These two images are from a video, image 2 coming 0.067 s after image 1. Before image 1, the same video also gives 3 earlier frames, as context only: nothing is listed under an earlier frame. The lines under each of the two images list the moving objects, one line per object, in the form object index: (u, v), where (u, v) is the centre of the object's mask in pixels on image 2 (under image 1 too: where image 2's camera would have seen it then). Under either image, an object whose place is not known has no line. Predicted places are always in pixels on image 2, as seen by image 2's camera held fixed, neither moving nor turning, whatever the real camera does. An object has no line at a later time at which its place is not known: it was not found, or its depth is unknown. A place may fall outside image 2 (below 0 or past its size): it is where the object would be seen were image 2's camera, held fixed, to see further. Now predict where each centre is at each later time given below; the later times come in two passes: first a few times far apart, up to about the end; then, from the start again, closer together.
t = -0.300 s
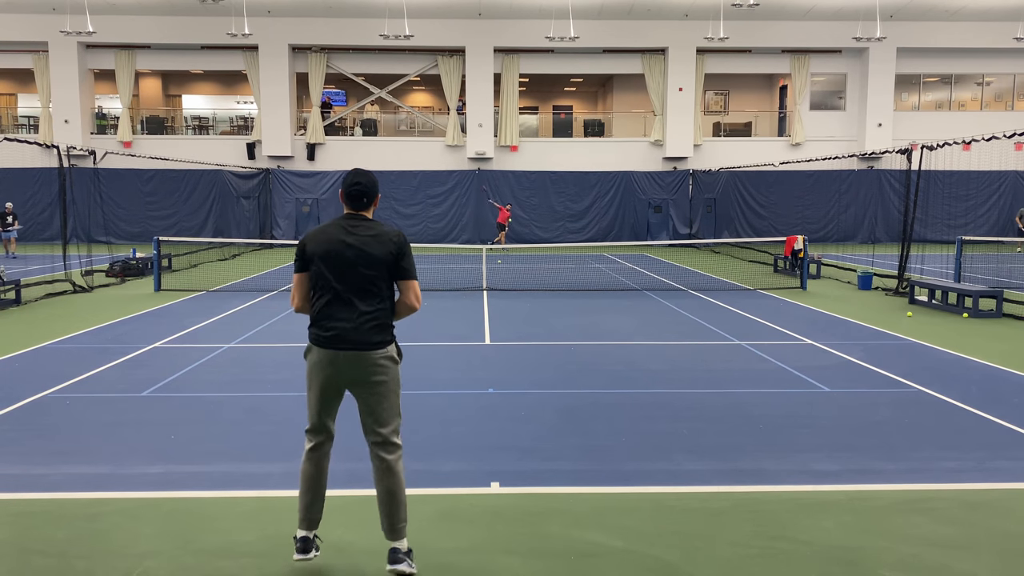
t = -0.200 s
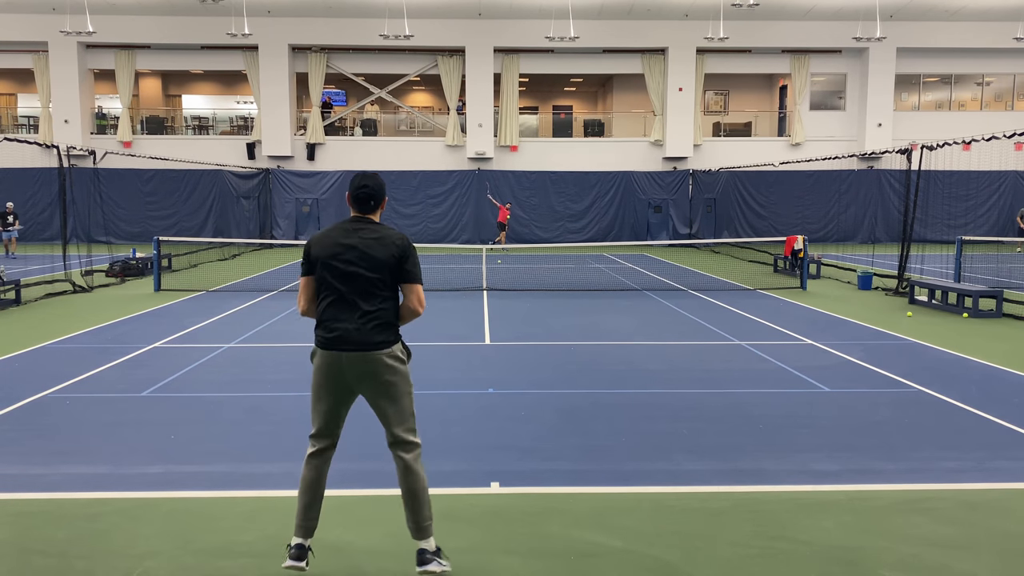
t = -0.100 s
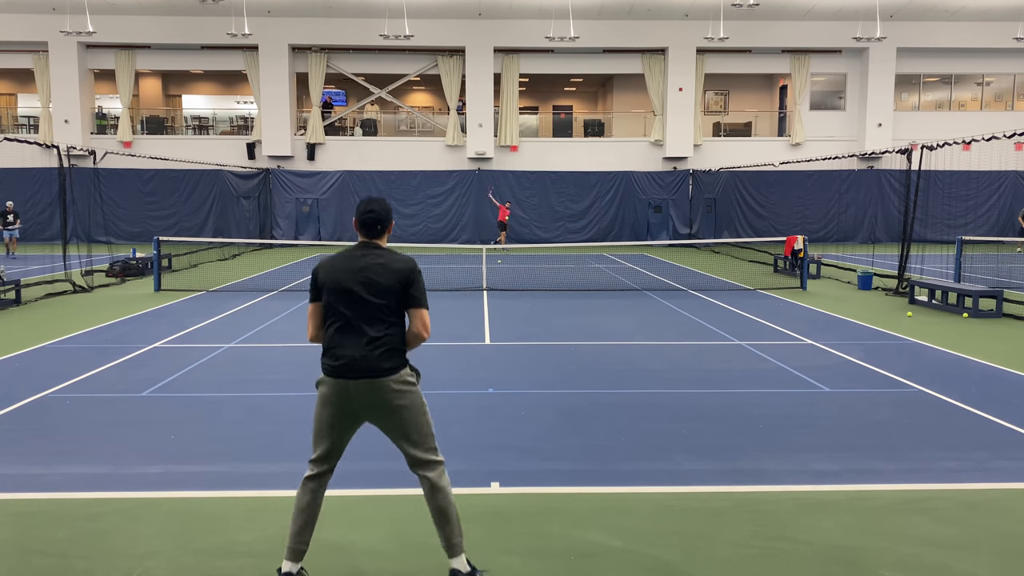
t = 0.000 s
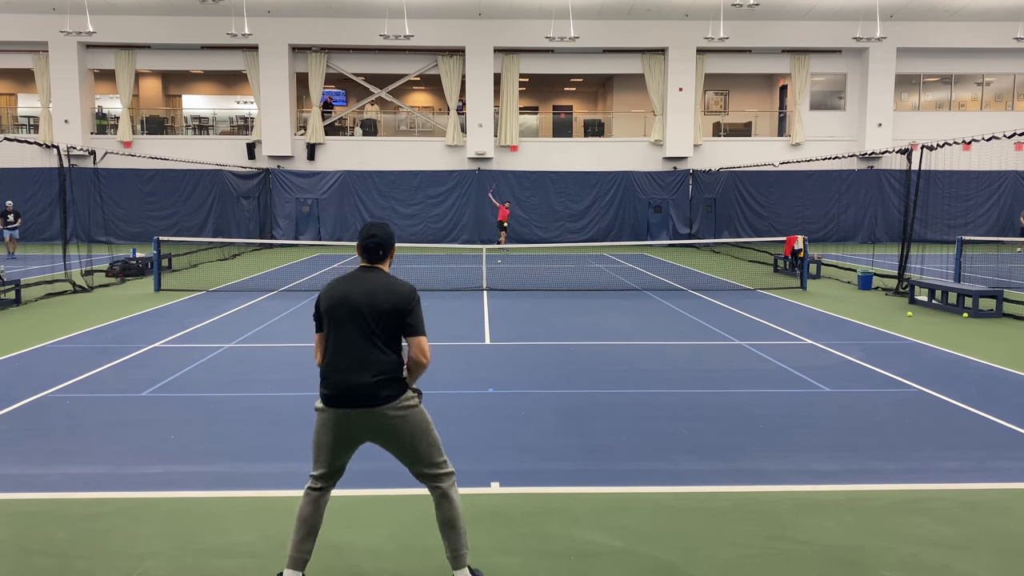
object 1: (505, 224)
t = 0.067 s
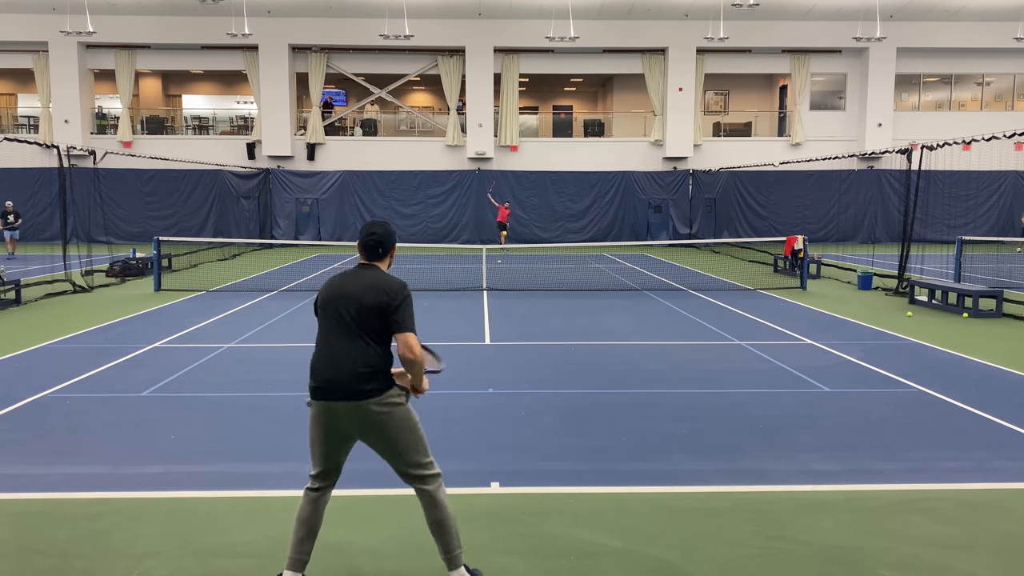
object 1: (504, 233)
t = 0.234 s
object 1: (503, 272)
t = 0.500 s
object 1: (503, 304)
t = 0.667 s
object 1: (504, 303)
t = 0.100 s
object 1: (504, 238)
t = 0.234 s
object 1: (503, 272)
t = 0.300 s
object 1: (503, 298)
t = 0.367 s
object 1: (503, 323)
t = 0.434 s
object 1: (503, 312)
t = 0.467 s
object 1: (503, 308)
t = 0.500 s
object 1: (503, 304)
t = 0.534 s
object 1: (503, 302)
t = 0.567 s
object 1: (503, 301)
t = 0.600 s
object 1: (503, 300)
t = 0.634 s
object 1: (504, 301)
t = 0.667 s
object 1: (504, 303)
